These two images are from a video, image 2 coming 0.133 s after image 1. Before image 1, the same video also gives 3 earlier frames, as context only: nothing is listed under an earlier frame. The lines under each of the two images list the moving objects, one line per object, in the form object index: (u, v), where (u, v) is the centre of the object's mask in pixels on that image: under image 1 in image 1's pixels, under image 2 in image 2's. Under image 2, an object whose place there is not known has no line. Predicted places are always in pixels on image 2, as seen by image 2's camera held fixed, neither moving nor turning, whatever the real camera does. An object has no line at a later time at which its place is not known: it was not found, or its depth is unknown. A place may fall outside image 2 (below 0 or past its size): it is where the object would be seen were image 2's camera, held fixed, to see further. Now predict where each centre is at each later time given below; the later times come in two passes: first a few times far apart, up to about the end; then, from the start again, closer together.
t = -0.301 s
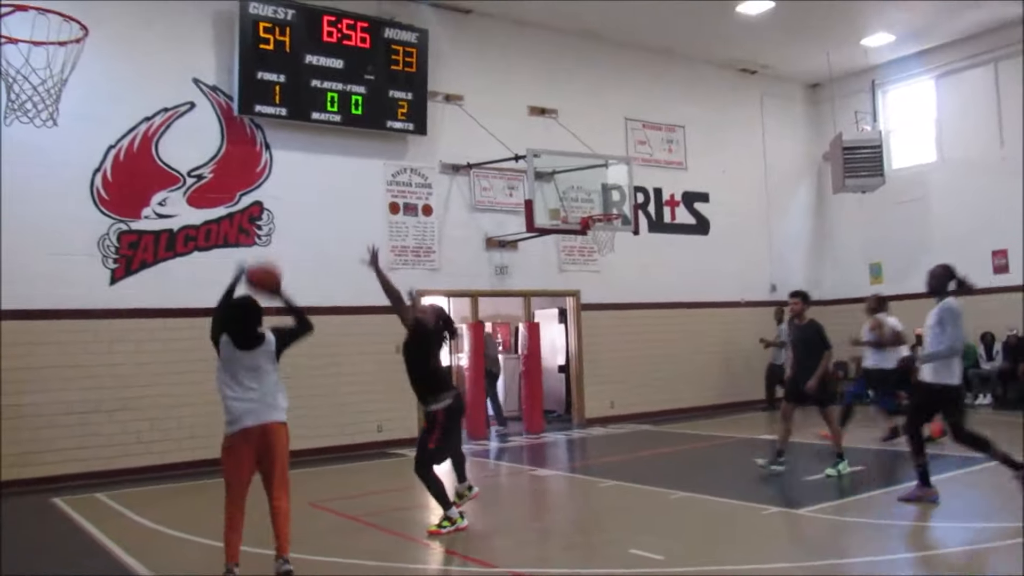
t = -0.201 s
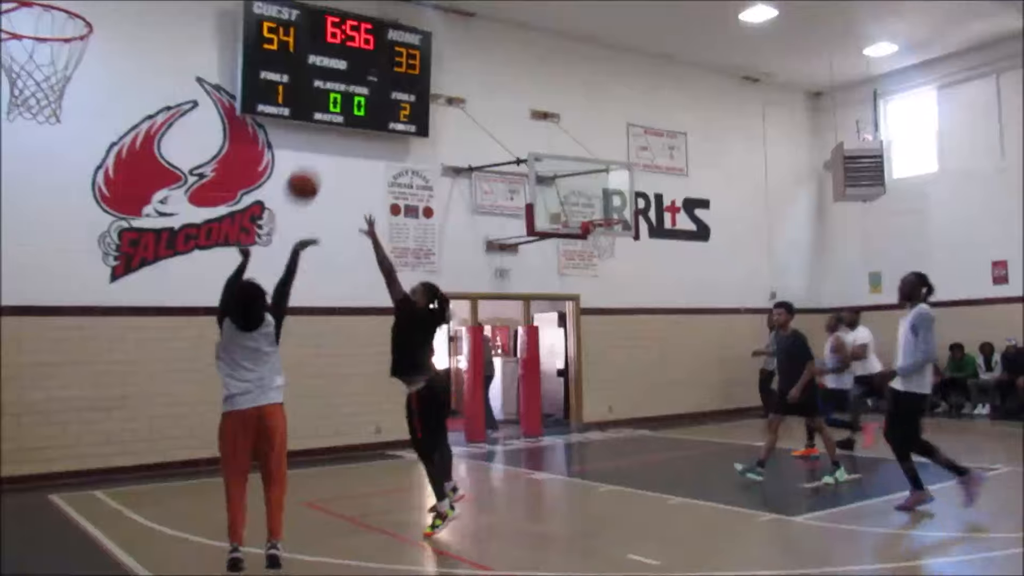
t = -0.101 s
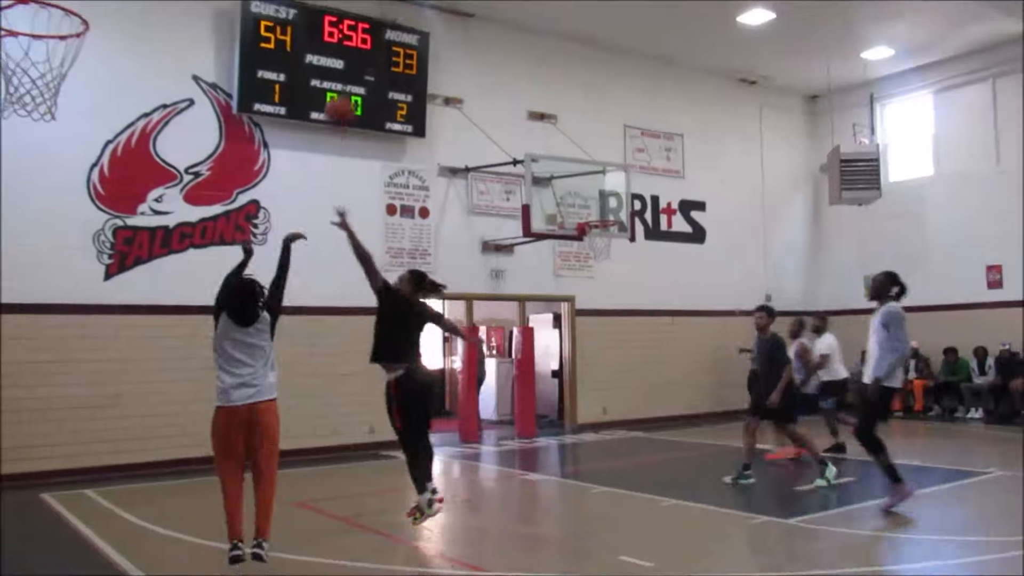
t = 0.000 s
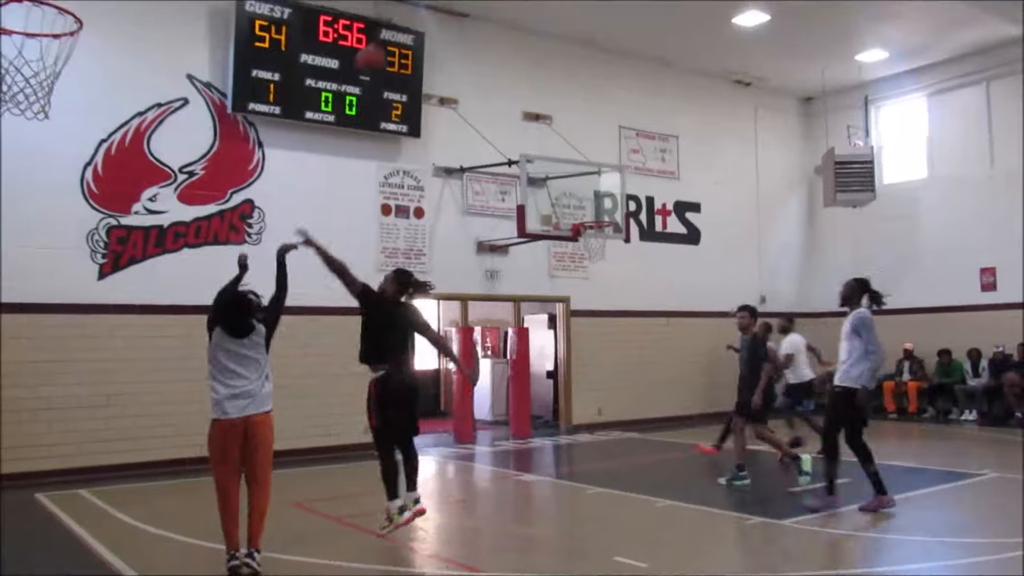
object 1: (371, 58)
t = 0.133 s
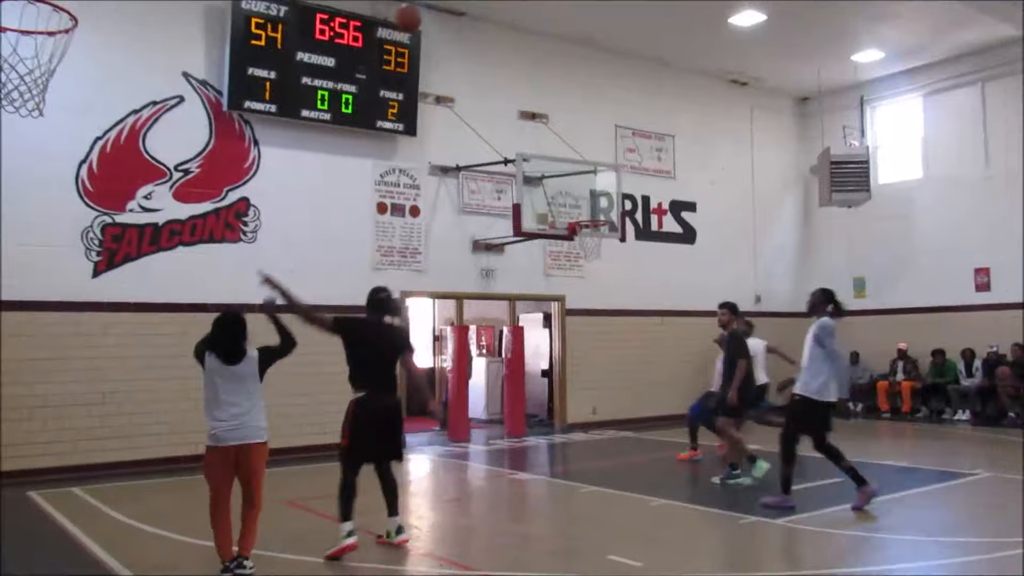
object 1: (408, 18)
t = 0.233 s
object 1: (435, 9)
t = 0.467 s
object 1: (485, 14)
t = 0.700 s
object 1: (526, 57)
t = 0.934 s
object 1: (559, 136)
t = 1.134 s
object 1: (584, 217)
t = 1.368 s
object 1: (659, 181)
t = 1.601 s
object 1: (744, 185)
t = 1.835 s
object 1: (840, 236)
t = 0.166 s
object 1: (417, 13)
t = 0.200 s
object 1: (426, 10)
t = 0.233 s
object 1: (435, 9)
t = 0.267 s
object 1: (442, 8)
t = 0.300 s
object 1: (451, 9)
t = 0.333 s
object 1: (457, 10)
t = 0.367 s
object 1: (464, 10)
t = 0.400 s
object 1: (472, 10)
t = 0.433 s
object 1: (479, 12)
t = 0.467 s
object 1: (485, 14)
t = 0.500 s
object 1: (491, 16)
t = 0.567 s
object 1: (504, 25)
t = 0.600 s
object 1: (510, 32)
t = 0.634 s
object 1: (515, 40)
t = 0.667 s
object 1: (520, 48)
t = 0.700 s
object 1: (526, 57)
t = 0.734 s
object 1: (531, 67)
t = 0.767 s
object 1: (536, 77)
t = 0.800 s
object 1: (540, 88)
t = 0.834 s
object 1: (545, 100)
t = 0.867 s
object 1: (550, 111)
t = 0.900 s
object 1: (555, 123)
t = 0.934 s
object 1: (559, 136)
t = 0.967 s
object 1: (563, 149)
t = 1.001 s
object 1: (568, 164)
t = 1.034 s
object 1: (572, 177)
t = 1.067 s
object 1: (576, 192)
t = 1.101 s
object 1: (580, 207)
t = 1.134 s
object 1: (584, 217)
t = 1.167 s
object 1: (595, 210)
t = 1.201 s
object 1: (606, 202)
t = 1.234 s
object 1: (616, 196)
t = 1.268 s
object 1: (626, 191)
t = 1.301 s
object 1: (638, 187)
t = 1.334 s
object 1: (648, 184)
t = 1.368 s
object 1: (659, 181)
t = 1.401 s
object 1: (671, 179)
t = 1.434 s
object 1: (683, 177)
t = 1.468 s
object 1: (694, 177)
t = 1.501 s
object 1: (706, 177)
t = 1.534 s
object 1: (718, 179)
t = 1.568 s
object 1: (731, 181)
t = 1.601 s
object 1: (744, 185)
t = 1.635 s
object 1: (757, 189)
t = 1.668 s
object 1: (770, 194)
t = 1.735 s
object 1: (798, 207)
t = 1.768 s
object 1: (811, 216)
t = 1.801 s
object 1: (825, 226)
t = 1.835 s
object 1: (840, 236)
